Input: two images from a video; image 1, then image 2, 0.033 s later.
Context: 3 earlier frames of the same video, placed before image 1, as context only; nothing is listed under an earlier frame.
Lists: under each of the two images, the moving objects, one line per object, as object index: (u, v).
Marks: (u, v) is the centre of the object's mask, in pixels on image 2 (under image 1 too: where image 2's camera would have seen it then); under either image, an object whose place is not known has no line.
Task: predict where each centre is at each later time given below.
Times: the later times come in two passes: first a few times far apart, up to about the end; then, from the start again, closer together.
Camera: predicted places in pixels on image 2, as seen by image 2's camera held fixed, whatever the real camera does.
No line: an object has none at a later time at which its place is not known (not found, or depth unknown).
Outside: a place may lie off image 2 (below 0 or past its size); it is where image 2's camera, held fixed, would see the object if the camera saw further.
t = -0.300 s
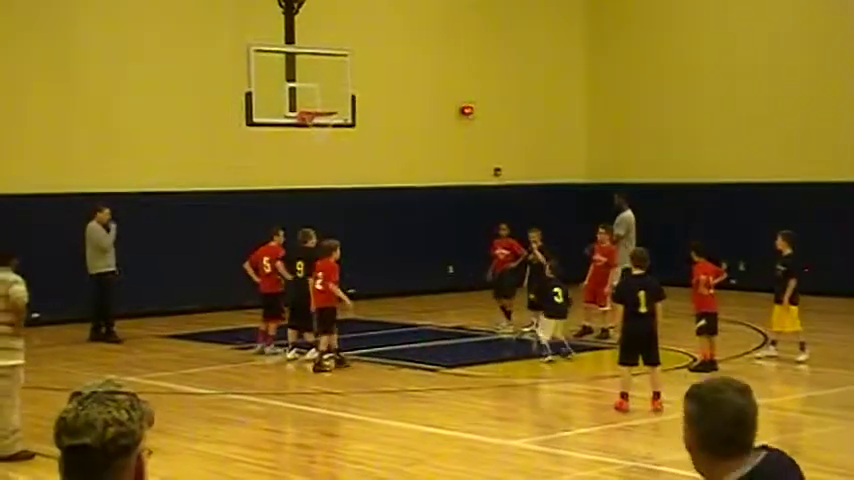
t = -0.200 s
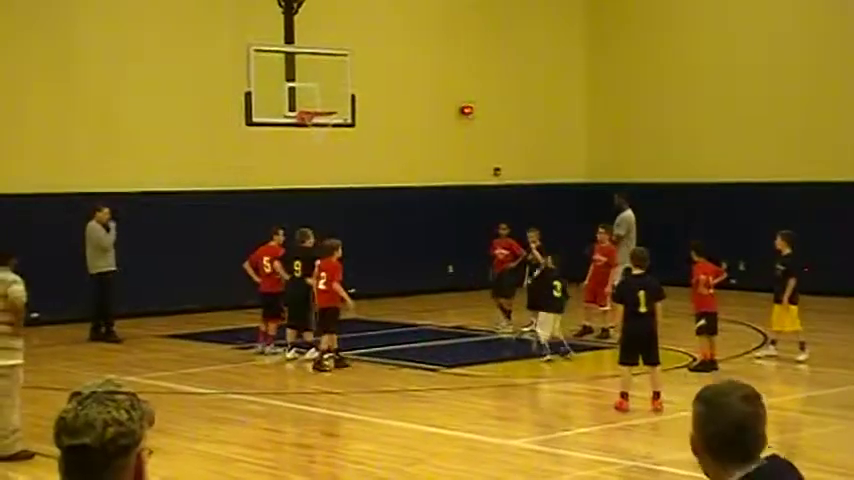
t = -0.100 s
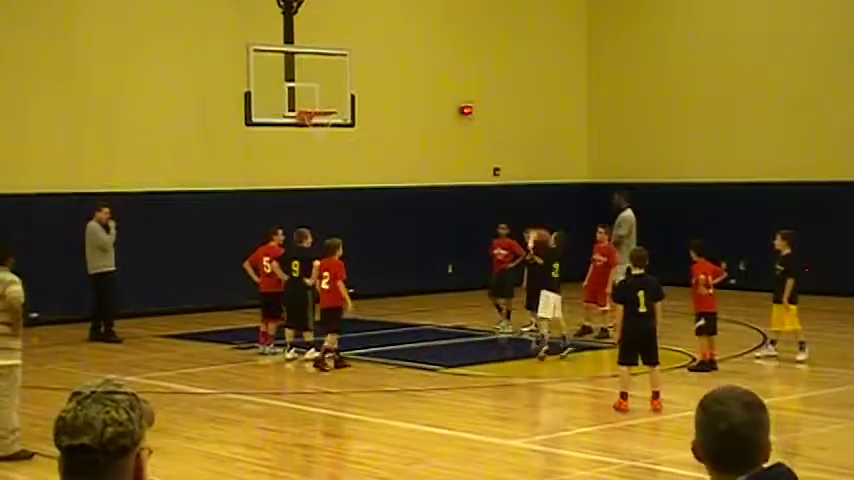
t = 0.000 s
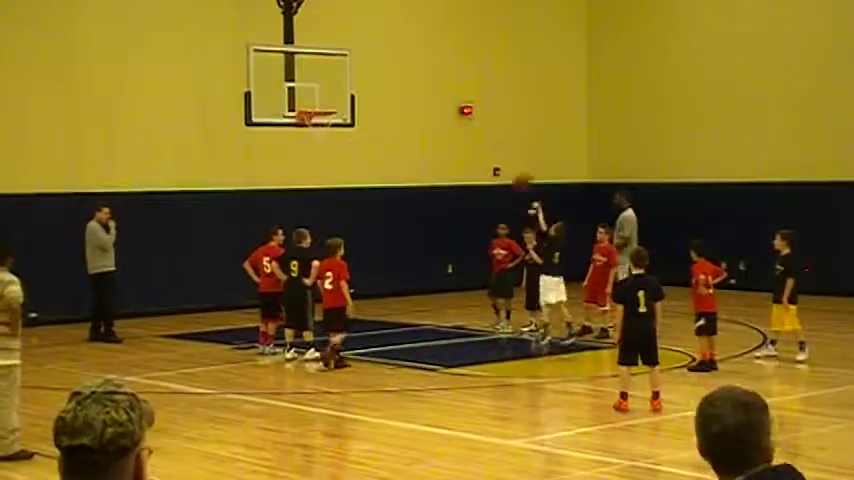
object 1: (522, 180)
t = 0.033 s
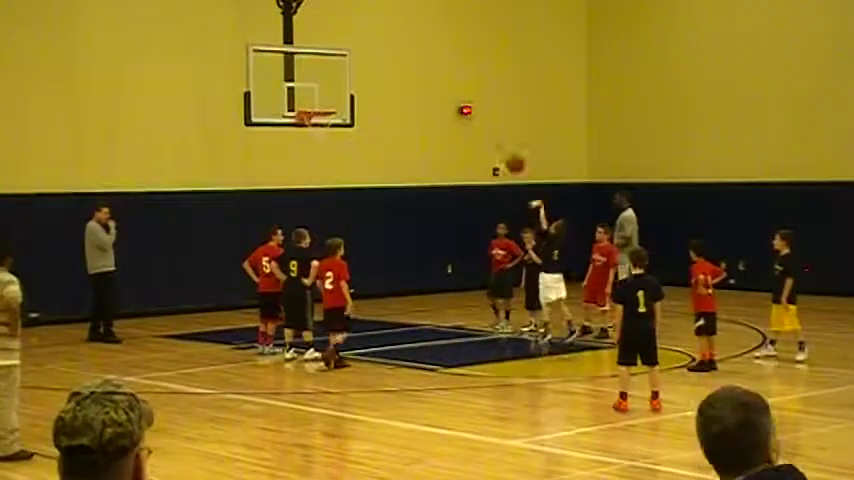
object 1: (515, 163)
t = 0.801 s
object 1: (377, 9)
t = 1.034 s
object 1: (342, 51)
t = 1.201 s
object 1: (318, 103)
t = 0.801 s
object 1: (377, 9)
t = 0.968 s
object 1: (352, 35)
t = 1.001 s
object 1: (347, 43)
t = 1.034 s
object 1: (342, 51)
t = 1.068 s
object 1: (337, 60)
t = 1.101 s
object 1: (333, 70)
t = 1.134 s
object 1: (327, 80)
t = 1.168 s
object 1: (323, 92)
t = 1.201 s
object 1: (318, 103)
